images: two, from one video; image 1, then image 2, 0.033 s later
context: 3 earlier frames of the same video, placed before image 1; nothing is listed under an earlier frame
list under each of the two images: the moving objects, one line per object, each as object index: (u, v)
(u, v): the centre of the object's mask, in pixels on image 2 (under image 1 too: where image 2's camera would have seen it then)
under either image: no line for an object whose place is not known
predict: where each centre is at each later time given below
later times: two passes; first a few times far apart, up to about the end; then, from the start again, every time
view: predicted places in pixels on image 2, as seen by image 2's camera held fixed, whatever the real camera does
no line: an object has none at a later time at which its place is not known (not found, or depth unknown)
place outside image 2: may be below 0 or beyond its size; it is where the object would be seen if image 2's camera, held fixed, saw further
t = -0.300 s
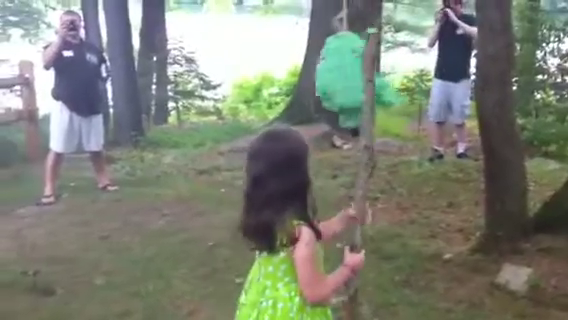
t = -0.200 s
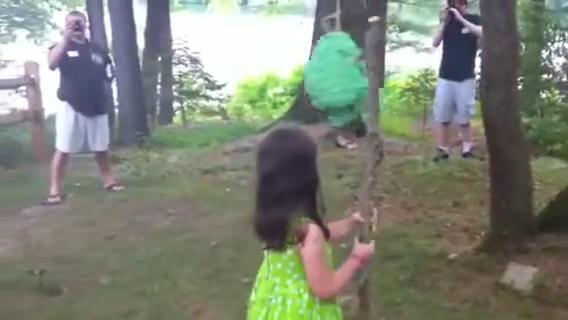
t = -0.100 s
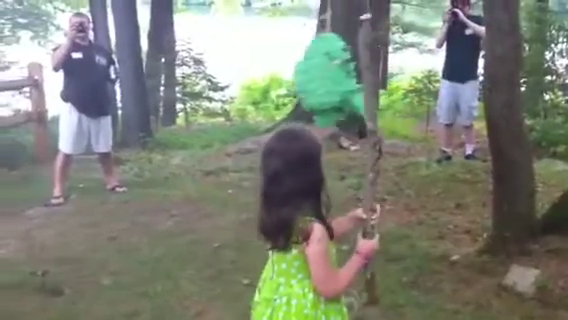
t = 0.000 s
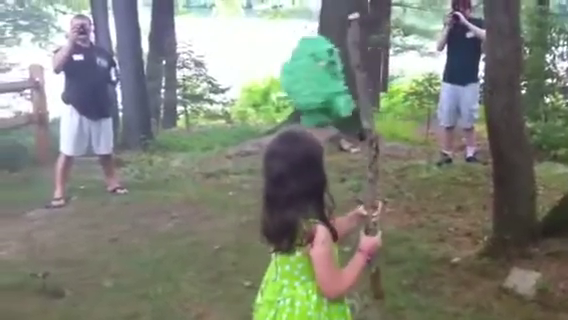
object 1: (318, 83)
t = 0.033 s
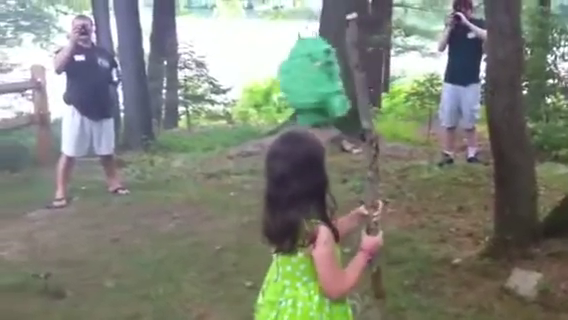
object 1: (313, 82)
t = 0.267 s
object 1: (288, 77)
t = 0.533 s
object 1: (279, 73)
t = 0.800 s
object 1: (289, 75)
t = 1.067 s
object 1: (315, 79)
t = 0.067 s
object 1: (309, 81)
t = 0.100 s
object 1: (304, 81)
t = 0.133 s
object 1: (300, 80)
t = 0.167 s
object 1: (297, 79)
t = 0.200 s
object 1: (294, 79)
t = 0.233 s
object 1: (291, 78)
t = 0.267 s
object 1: (288, 77)
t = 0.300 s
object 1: (286, 76)
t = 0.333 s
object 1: (284, 75)
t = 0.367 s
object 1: (282, 74)
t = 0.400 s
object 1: (281, 74)
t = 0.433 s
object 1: (280, 73)
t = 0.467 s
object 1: (280, 73)
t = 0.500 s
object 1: (279, 73)
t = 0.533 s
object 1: (279, 73)
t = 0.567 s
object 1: (279, 73)
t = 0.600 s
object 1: (280, 73)
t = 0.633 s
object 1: (280, 73)
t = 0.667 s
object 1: (282, 73)
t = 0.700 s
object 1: (283, 73)
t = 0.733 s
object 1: (285, 74)
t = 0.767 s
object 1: (287, 74)
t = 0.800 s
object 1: (289, 75)
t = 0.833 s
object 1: (293, 76)
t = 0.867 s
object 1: (296, 76)
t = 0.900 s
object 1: (297, 76)
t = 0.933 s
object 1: (301, 77)
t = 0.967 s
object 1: (304, 78)
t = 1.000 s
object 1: (308, 79)
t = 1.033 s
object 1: (312, 79)
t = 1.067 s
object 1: (315, 79)
